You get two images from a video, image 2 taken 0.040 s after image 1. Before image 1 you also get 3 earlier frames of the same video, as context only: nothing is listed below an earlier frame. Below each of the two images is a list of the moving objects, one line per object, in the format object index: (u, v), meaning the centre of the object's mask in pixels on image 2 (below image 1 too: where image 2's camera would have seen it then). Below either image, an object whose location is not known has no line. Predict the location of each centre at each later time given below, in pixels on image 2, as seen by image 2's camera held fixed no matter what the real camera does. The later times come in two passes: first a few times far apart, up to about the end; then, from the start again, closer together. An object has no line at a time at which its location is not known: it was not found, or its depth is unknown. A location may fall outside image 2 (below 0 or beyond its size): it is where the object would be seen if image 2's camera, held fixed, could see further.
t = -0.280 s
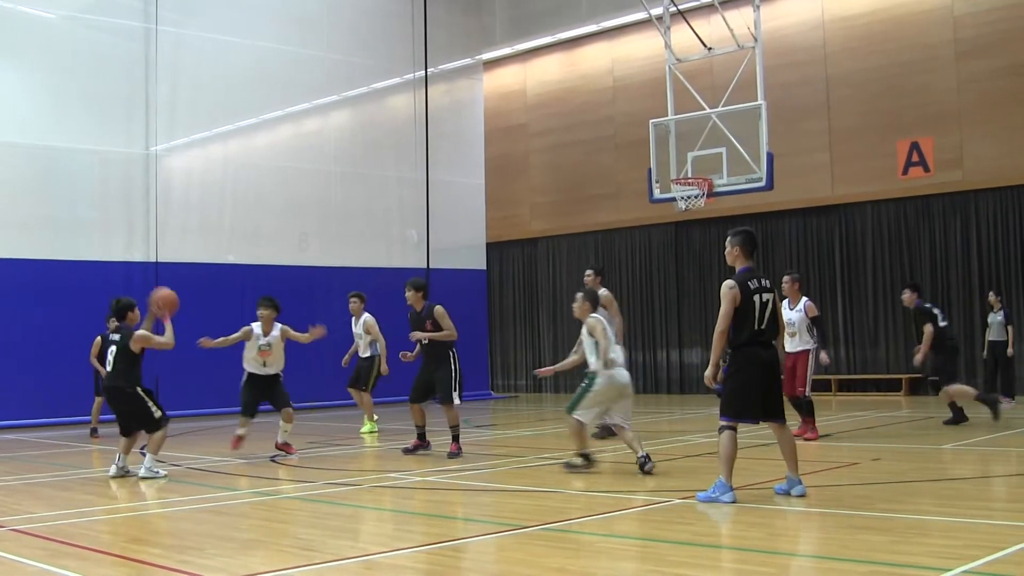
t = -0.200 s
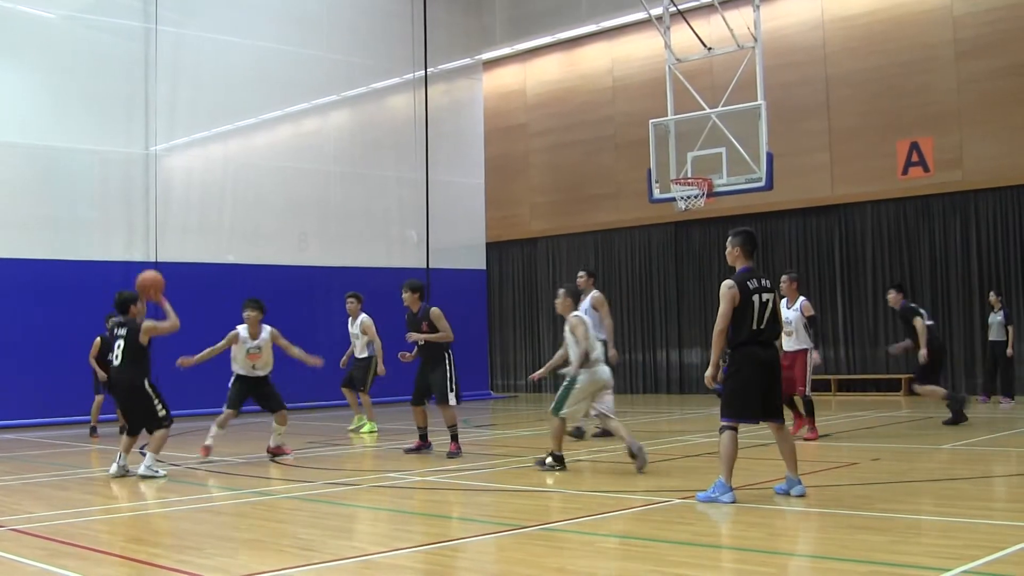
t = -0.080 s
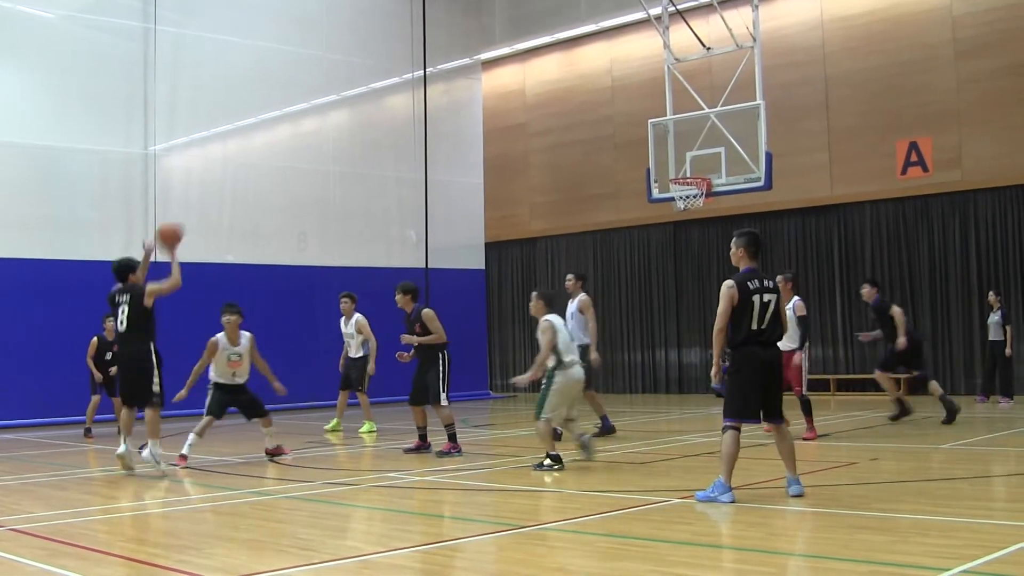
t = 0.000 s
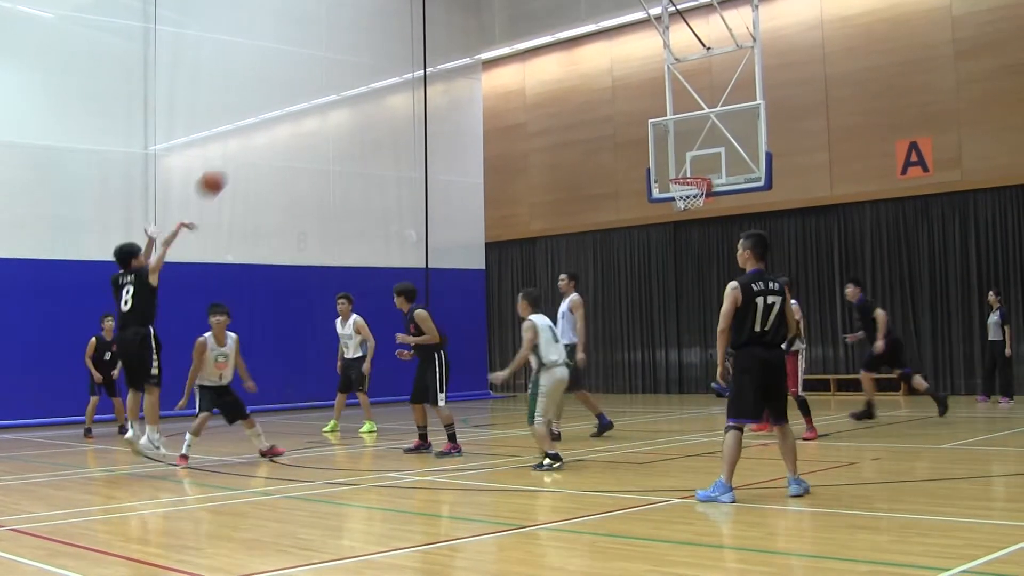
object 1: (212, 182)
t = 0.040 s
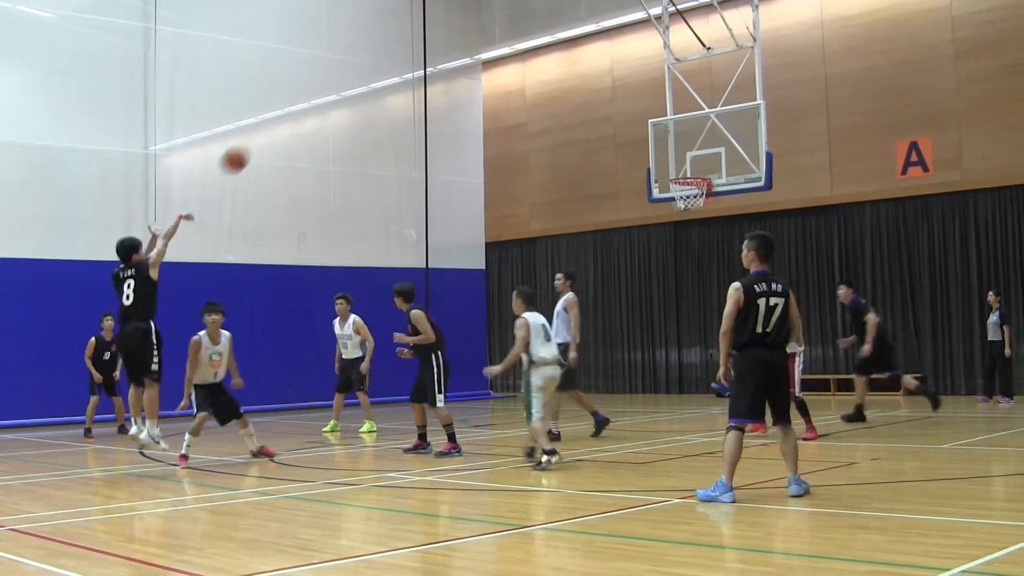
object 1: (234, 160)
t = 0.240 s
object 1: (342, 78)
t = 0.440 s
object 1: (436, 42)
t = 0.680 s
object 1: (533, 49)
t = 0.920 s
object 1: (618, 99)
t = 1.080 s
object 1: (669, 154)
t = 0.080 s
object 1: (258, 138)
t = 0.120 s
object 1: (280, 120)
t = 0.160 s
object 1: (301, 104)
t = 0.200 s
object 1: (321, 89)
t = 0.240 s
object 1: (342, 78)
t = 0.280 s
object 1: (362, 67)
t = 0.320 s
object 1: (381, 58)
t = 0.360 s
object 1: (400, 51)
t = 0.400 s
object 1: (418, 46)
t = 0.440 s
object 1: (436, 42)
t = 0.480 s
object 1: (452, 40)
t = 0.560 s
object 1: (485, 39)
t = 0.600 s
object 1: (501, 41)
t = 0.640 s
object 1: (517, 44)
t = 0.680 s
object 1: (533, 49)
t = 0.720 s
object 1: (548, 54)
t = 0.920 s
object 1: (618, 99)
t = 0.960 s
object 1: (631, 112)
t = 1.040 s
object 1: (657, 138)
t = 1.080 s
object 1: (669, 154)
